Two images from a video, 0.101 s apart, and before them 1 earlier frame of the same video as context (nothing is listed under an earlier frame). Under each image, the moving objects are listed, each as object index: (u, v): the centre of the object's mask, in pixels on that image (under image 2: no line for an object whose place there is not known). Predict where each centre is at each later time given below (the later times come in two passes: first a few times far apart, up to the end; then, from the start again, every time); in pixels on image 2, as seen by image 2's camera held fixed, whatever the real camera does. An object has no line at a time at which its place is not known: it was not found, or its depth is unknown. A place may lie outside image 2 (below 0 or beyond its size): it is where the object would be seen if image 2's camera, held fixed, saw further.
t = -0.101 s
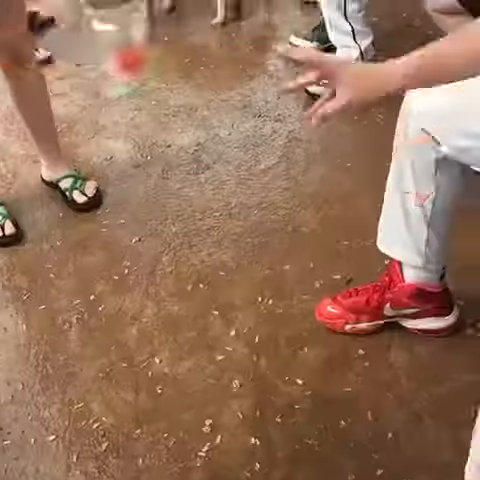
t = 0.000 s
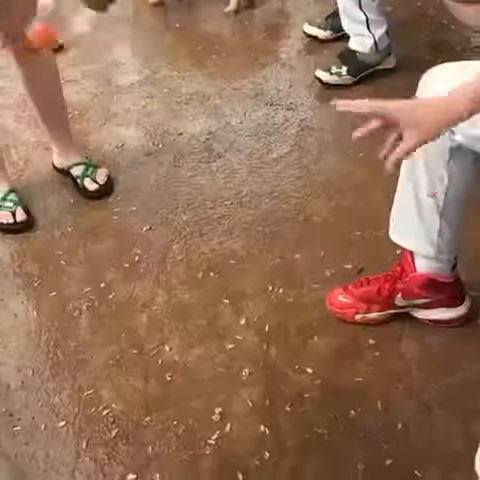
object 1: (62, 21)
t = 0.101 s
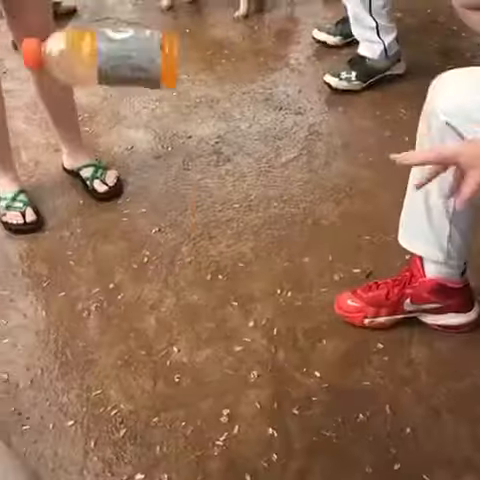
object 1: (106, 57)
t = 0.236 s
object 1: (145, 223)
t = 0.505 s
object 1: (185, 377)
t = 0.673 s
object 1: (190, 373)
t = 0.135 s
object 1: (113, 94)
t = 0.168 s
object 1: (125, 137)
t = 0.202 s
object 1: (137, 185)
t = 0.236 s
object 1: (145, 223)
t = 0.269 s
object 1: (154, 259)
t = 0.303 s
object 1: (161, 294)
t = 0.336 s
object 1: (167, 326)
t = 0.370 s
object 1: (174, 349)
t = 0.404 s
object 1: (179, 376)
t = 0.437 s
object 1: (181, 378)
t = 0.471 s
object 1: (184, 377)
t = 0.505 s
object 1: (185, 377)
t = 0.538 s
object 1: (186, 376)
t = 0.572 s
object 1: (187, 376)
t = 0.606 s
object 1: (188, 375)
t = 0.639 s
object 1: (189, 374)
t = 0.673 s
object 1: (190, 373)
